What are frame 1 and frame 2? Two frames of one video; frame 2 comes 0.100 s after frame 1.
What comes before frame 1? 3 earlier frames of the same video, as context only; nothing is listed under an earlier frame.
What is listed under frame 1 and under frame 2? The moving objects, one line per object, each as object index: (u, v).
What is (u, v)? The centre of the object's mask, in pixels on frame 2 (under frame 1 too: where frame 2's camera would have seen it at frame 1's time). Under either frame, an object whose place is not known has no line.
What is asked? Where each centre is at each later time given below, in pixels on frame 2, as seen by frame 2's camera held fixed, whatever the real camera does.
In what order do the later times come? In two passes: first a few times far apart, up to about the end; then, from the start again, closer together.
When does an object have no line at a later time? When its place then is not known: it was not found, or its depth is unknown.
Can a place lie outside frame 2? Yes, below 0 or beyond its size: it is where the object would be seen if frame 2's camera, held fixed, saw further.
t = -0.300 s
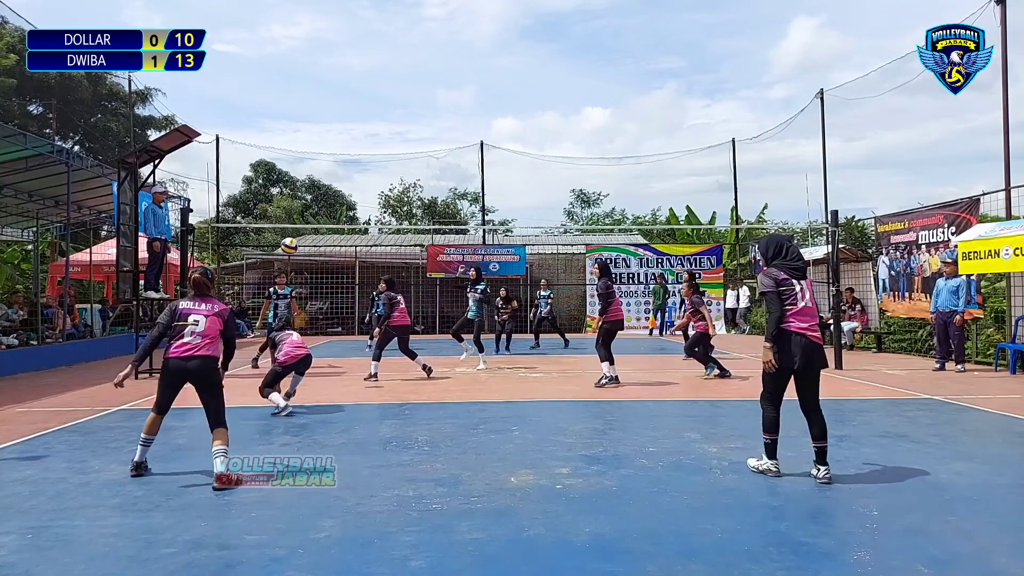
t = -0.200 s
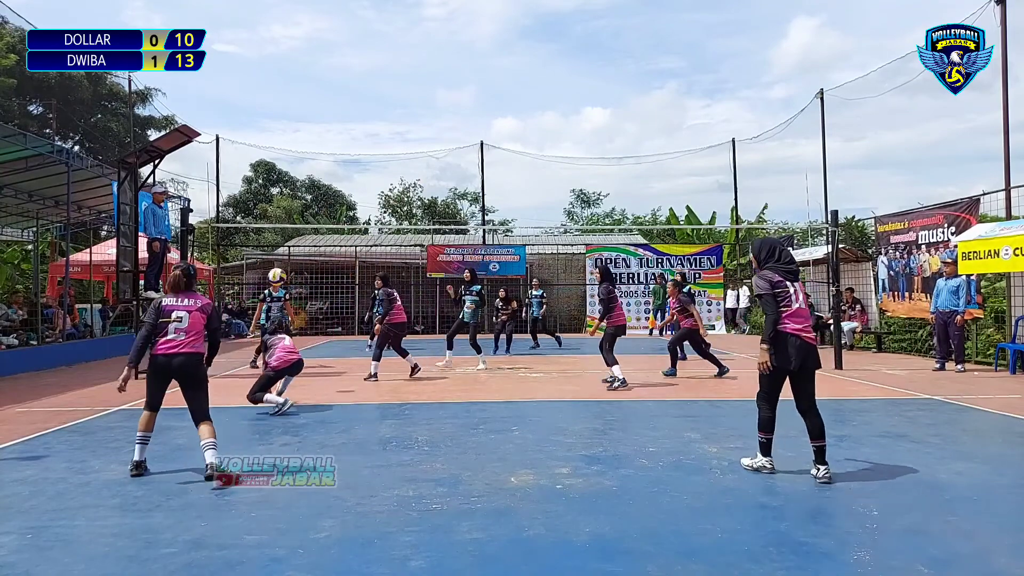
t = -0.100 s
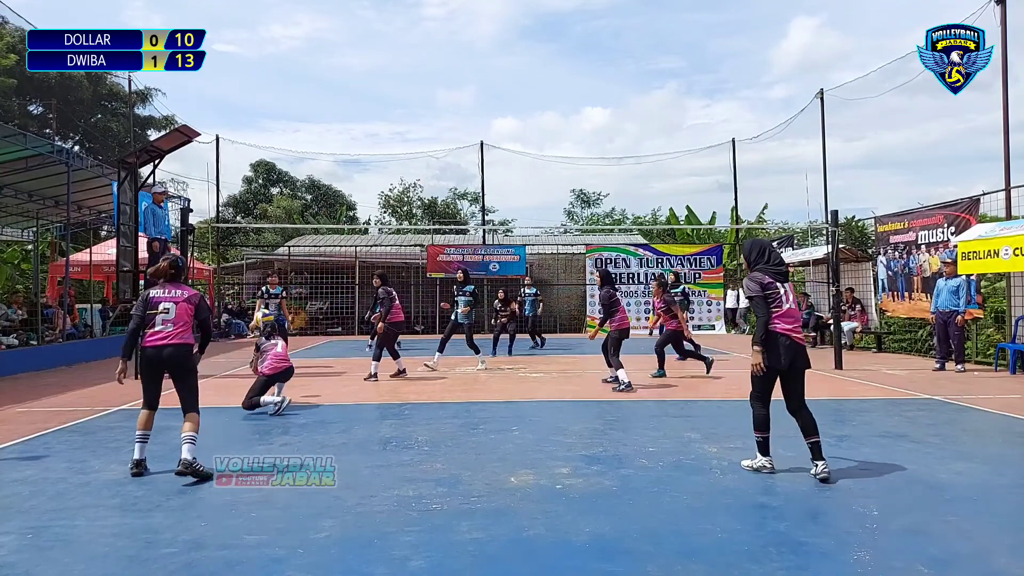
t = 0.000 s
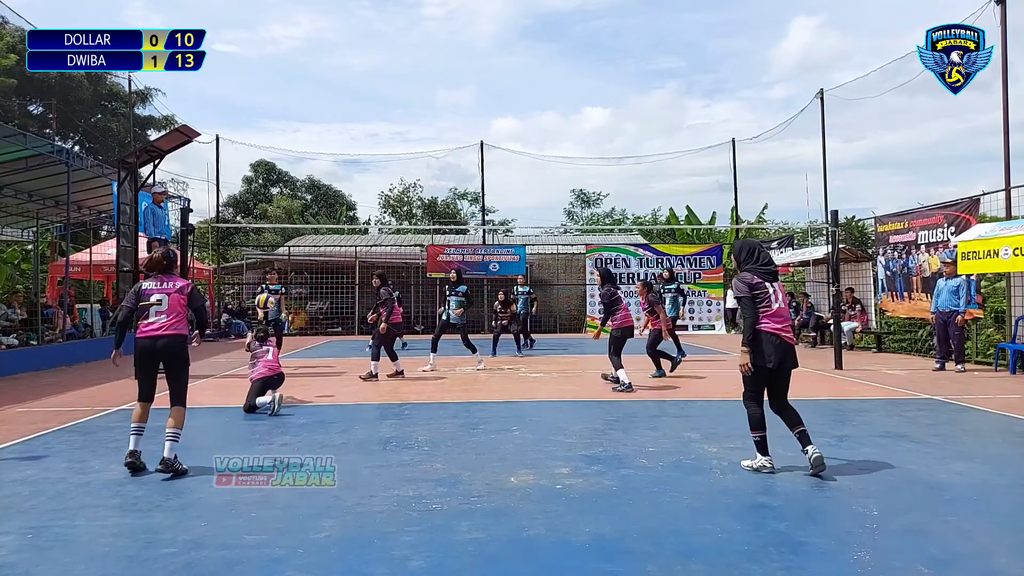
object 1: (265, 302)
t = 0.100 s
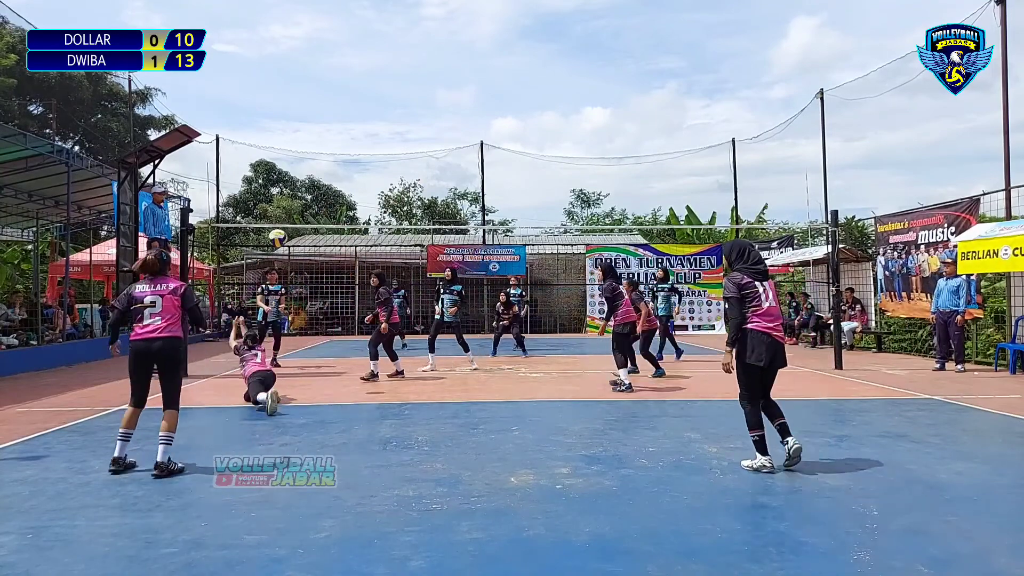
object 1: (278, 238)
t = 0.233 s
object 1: (294, 170)
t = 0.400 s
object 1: (313, 107)
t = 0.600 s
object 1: (335, 63)
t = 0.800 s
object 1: (355, 51)
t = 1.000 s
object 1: (375, 66)
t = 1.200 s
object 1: (393, 107)
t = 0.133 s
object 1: (282, 219)
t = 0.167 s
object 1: (286, 201)
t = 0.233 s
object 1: (294, 170)
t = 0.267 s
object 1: (298, 155)
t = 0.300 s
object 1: (302, 142)
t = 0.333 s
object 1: (306, 129)
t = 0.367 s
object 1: (309, 118)
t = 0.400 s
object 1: (313, 107)
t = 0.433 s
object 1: (316, 98)
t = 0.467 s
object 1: (321, 89)
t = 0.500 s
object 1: (324, 81)
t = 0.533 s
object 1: (328, 75)
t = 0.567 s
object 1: (331, 69)
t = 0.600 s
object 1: (335, 63)
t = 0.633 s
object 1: (338, 59)
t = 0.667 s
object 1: (341, 56)
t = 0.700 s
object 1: (345, 53)
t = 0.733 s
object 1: (349, 52)
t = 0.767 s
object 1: (352, 51)
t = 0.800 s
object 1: (355, 51)
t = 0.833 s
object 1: (358, 51)
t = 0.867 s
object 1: (362, 53)
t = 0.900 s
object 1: (365, 55)
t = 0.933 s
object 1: (368, 58)
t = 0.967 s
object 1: (371, 62)
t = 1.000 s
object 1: (375, 66)
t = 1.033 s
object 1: (378, 71)
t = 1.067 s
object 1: (381, 77)
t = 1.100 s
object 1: (384, 83)
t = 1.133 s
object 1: (387, 91)
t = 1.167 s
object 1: (390, 98)
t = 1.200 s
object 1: (393, 107)
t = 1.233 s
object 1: (395, 116)
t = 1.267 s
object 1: (398, 126)
